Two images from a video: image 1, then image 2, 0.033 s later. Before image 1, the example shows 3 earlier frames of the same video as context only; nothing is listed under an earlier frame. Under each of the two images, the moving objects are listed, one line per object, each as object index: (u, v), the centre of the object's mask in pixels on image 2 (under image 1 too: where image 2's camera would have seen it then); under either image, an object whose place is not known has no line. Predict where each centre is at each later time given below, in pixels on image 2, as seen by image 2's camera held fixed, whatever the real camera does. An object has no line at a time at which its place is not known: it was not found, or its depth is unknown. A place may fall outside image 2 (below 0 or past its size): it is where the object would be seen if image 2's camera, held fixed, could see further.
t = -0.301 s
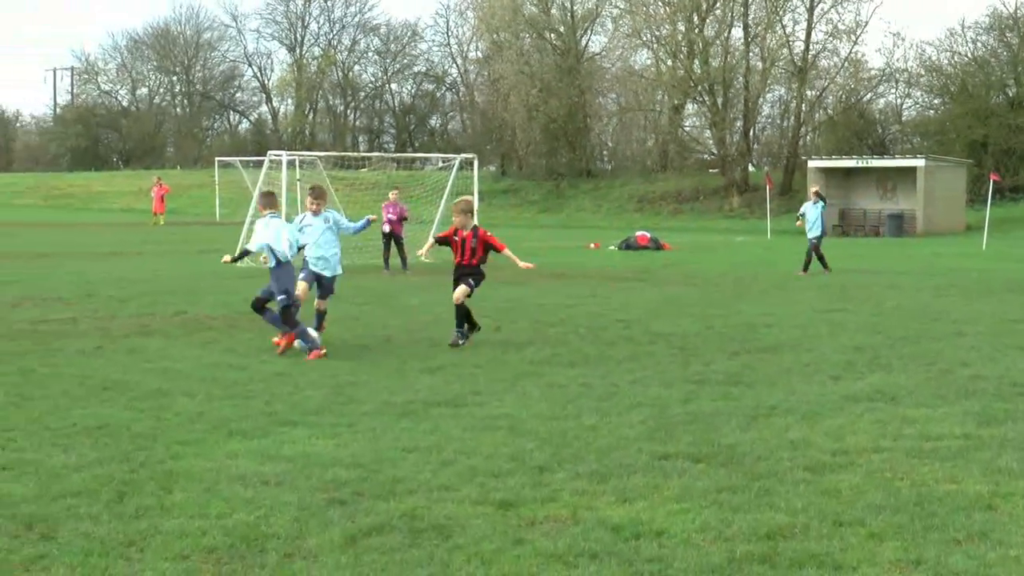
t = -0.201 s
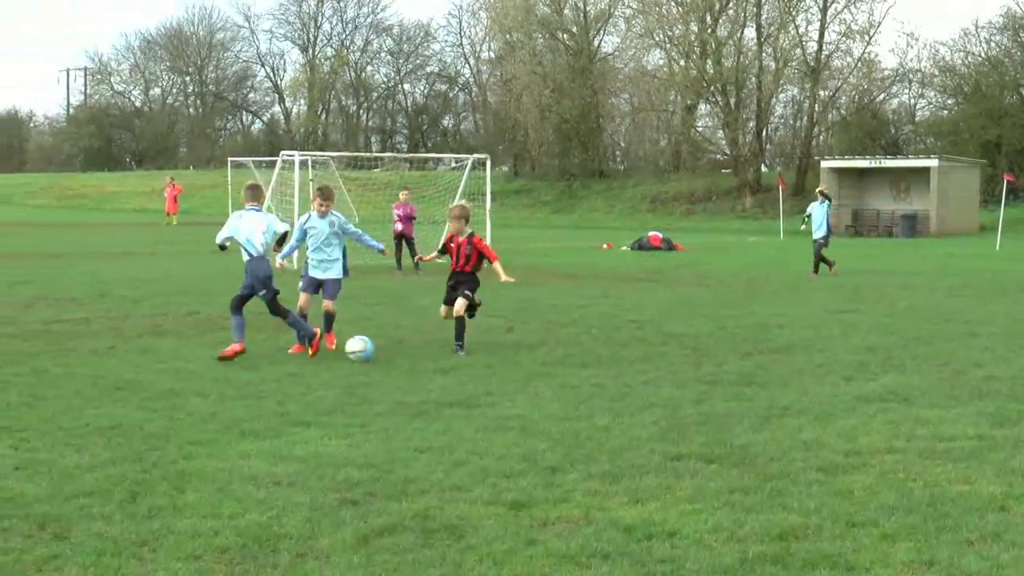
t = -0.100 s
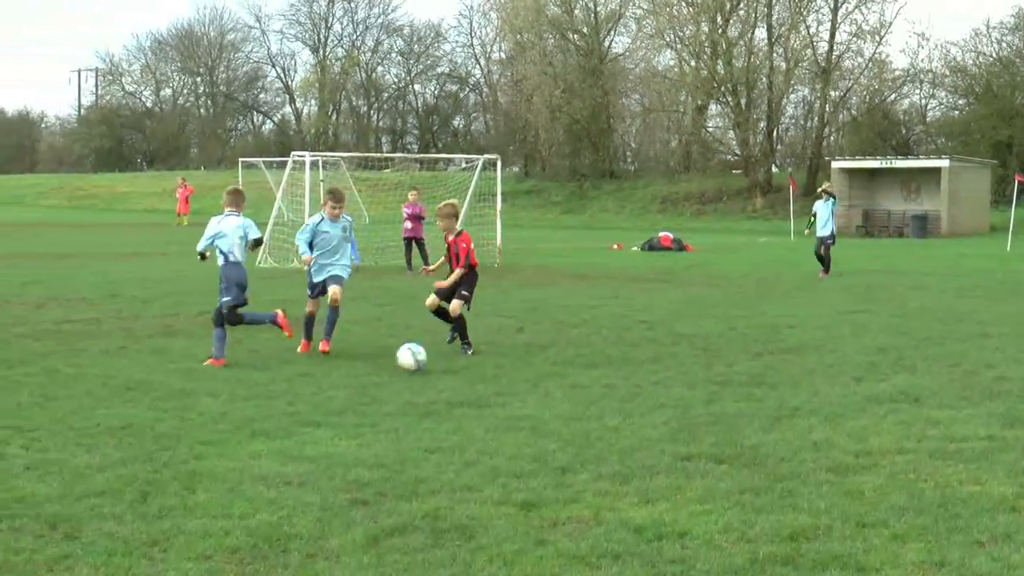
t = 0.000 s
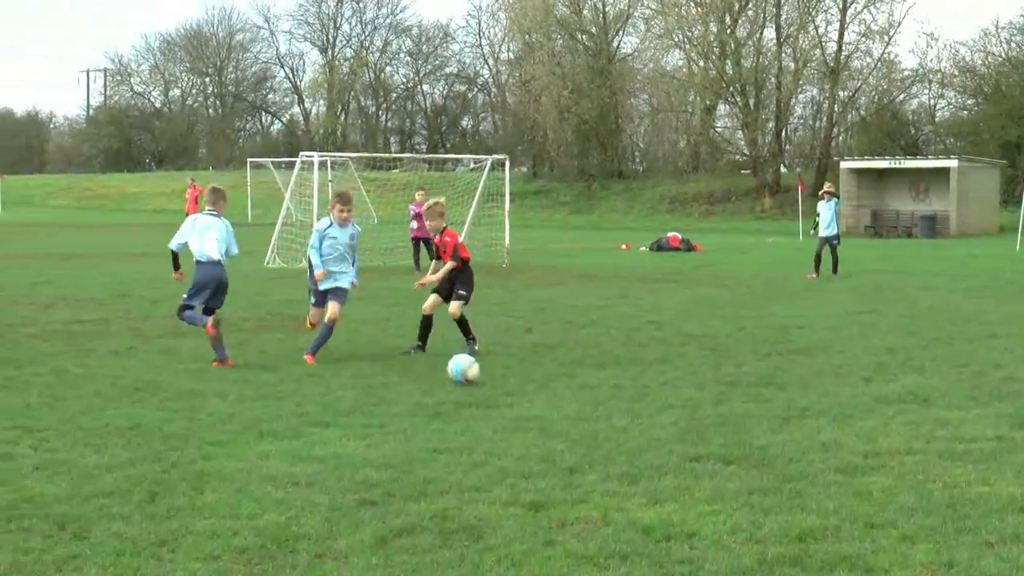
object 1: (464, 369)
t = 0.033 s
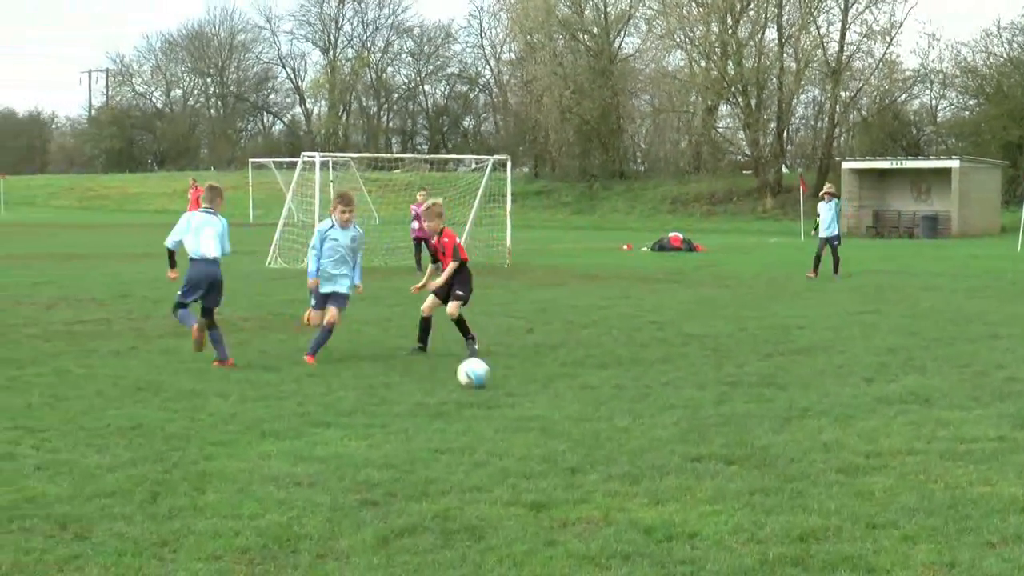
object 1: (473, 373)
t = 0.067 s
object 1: (493, 379)
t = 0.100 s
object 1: (509, 377)
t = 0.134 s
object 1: (518, 377)
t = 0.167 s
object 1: (535, 380)
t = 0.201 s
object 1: (554, 385)
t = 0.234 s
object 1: (563, 389)
